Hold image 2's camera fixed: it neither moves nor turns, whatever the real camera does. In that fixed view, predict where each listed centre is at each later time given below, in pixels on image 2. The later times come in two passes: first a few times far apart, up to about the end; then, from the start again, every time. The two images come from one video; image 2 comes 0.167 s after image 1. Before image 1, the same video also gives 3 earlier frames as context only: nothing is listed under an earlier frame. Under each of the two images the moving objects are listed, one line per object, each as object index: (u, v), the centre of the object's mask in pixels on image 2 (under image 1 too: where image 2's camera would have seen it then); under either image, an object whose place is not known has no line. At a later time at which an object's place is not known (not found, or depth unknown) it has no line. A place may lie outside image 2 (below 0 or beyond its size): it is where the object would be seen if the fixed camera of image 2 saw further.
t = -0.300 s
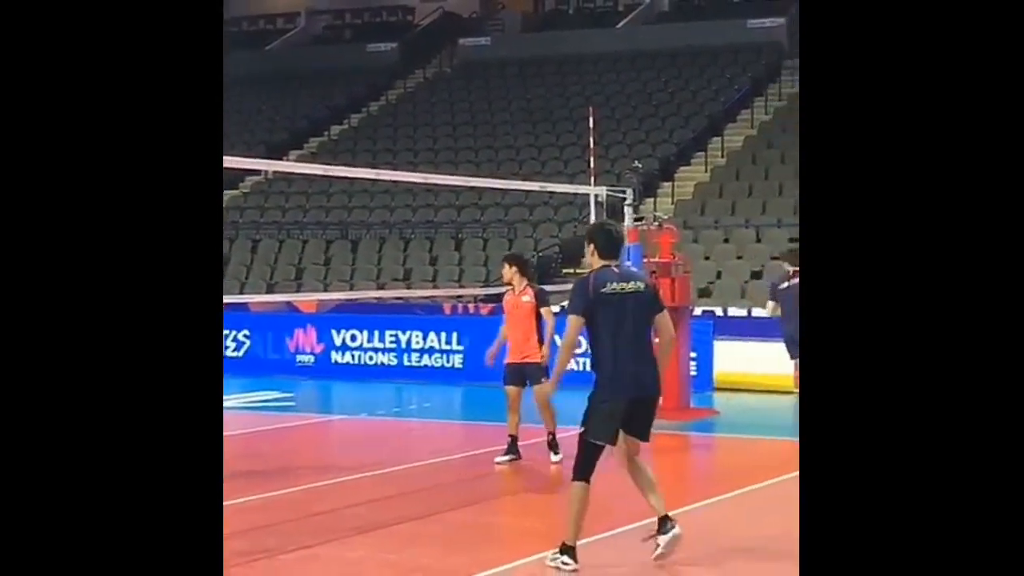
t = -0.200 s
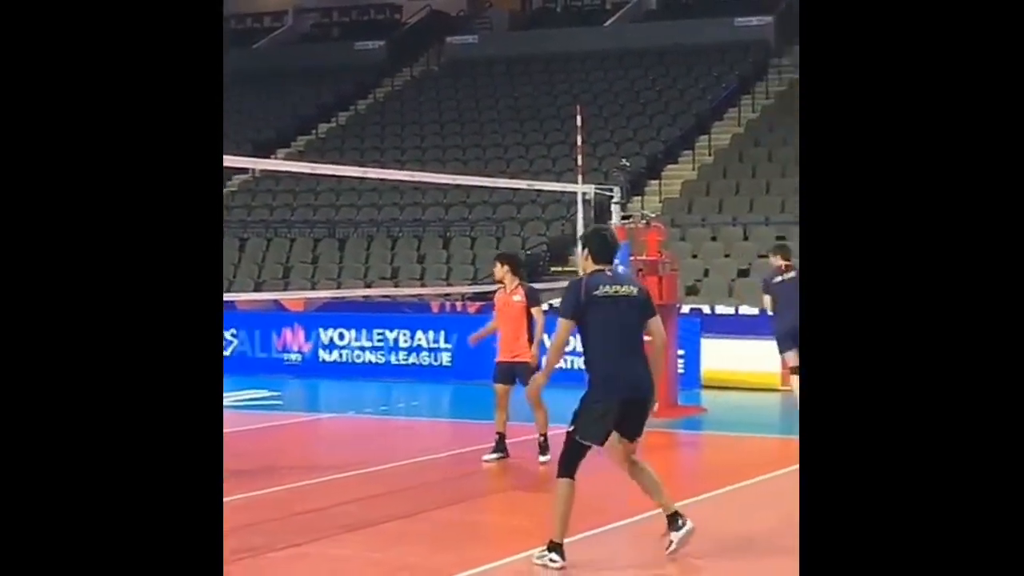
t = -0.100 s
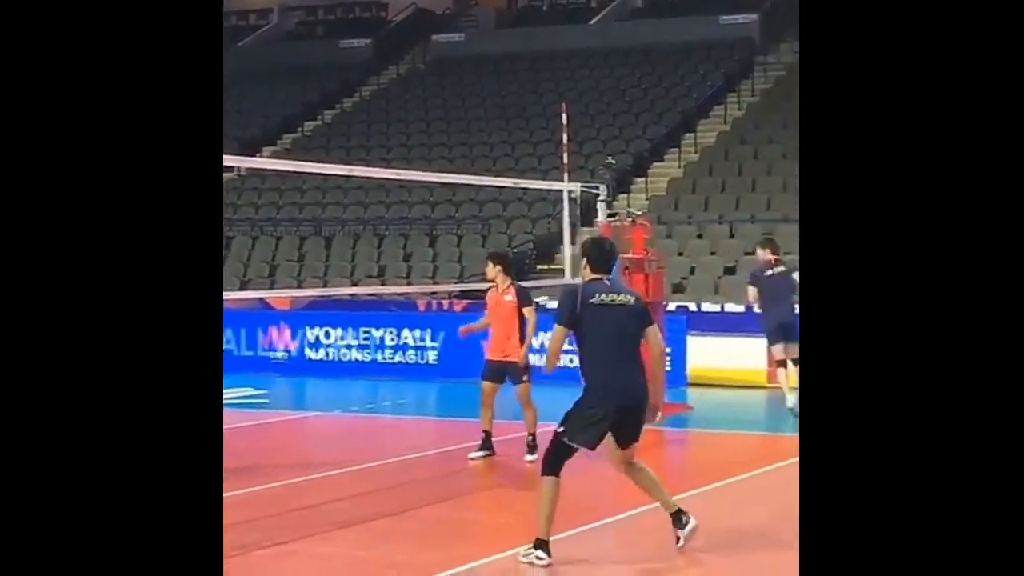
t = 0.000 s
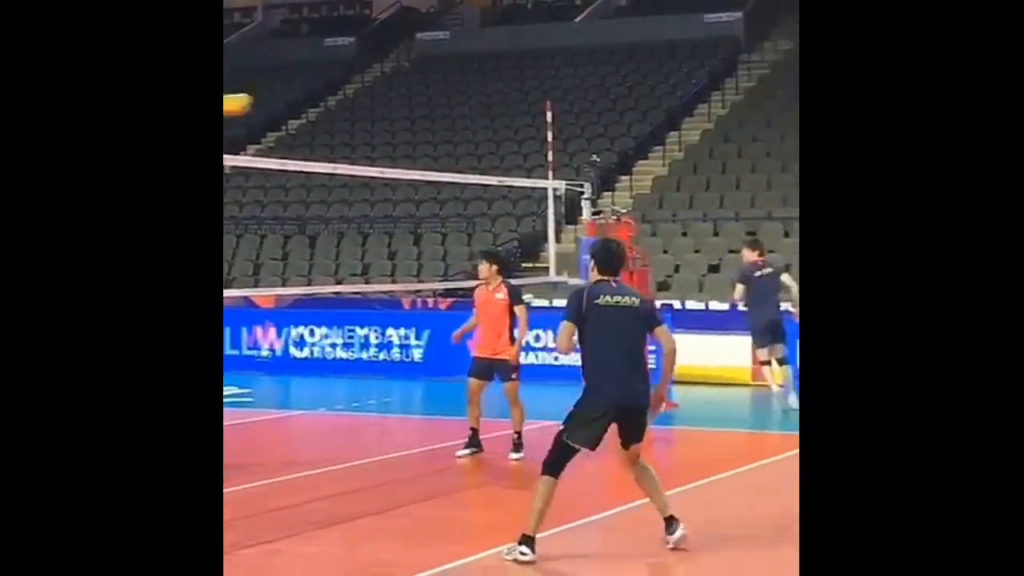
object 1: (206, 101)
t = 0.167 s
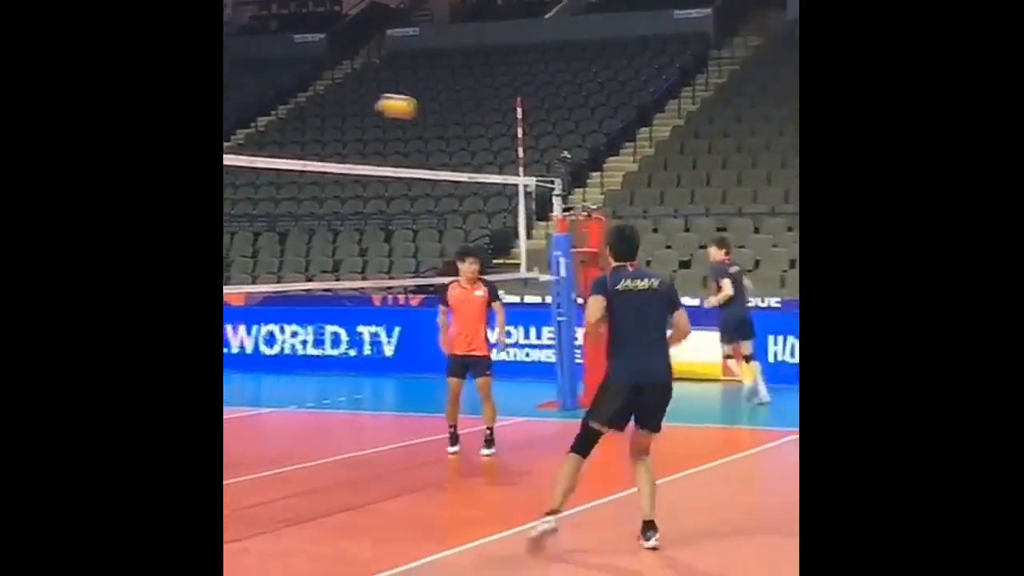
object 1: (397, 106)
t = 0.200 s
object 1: (436, 112)
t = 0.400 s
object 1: (675, 178)
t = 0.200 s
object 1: (436, 112)
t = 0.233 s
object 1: (475, 120)
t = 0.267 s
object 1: (514, 128)
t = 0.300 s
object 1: (554, 139)
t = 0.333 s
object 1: (593, 150)
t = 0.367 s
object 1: (636, 163)
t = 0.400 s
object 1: (675, 178)
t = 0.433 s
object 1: (717, 193)
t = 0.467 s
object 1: (758, 209)
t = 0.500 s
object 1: (802, 226)
